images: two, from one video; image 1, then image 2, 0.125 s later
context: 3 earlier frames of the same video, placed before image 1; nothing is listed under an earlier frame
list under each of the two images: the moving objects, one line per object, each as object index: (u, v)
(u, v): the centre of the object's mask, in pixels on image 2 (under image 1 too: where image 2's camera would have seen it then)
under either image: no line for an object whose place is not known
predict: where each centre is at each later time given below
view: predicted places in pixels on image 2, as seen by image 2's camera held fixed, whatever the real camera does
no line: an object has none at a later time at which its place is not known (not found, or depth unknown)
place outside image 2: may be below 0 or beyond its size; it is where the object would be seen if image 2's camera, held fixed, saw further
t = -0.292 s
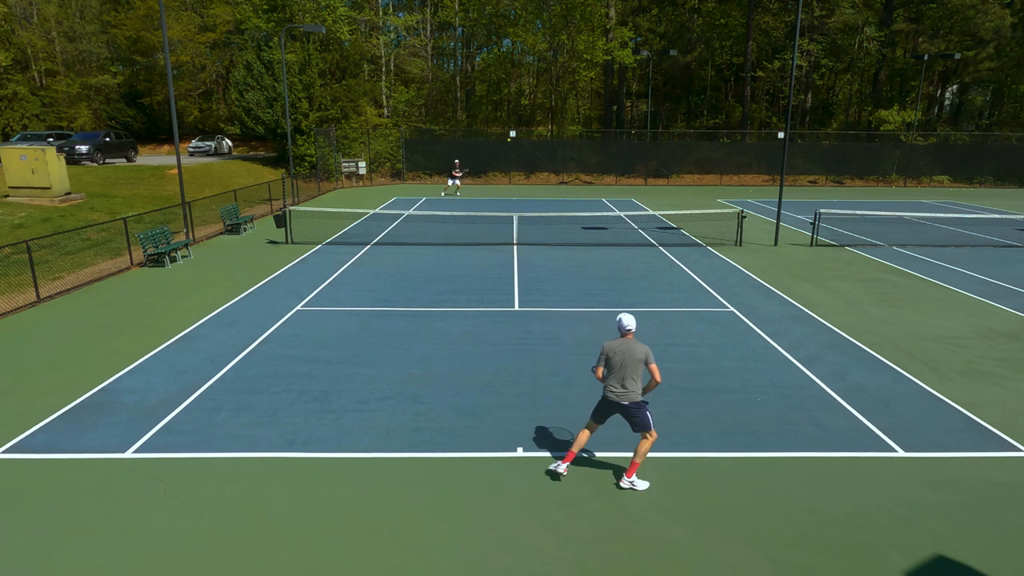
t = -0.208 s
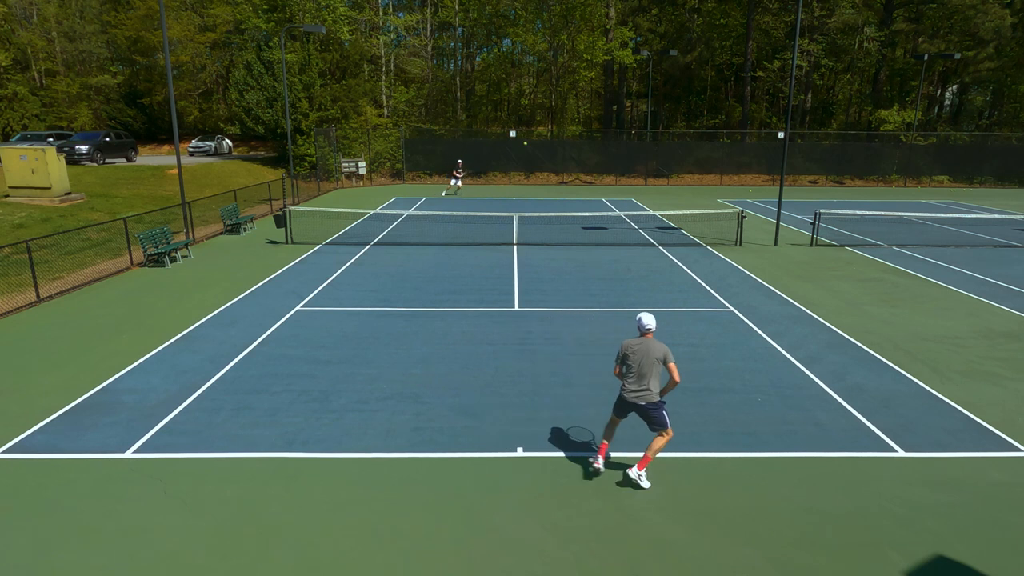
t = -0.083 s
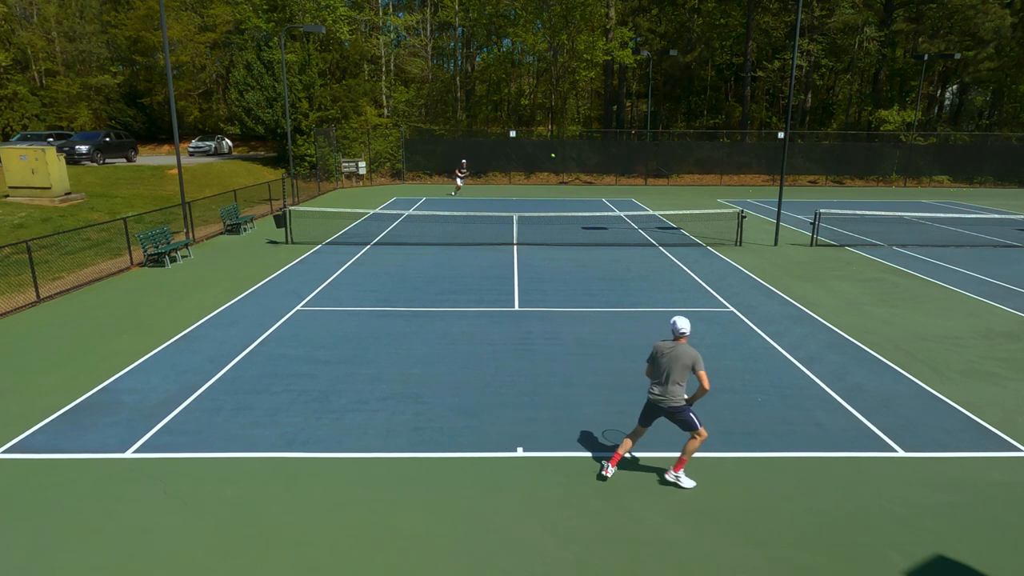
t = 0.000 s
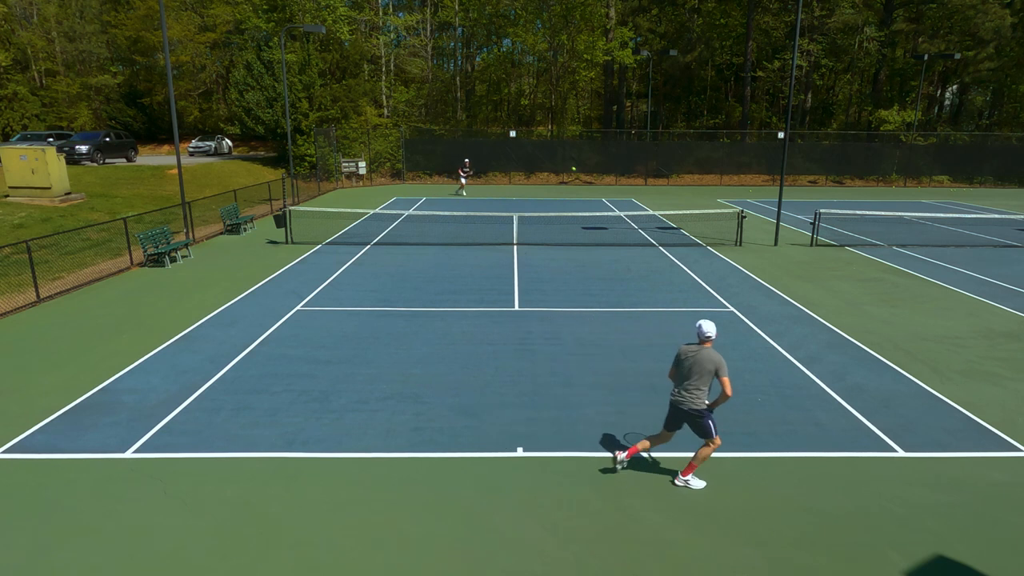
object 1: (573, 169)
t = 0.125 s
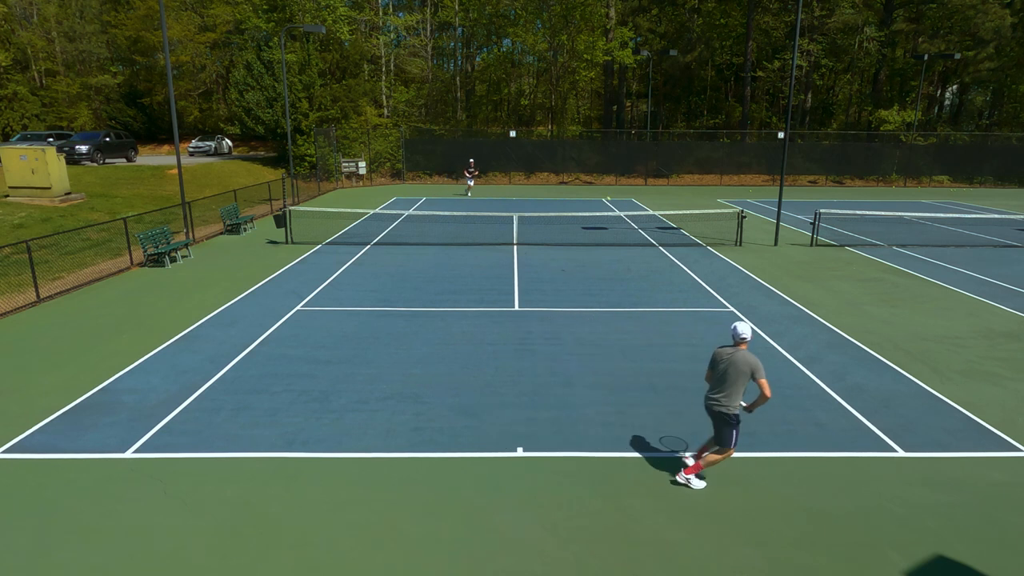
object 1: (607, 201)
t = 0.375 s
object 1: (694, 306)
